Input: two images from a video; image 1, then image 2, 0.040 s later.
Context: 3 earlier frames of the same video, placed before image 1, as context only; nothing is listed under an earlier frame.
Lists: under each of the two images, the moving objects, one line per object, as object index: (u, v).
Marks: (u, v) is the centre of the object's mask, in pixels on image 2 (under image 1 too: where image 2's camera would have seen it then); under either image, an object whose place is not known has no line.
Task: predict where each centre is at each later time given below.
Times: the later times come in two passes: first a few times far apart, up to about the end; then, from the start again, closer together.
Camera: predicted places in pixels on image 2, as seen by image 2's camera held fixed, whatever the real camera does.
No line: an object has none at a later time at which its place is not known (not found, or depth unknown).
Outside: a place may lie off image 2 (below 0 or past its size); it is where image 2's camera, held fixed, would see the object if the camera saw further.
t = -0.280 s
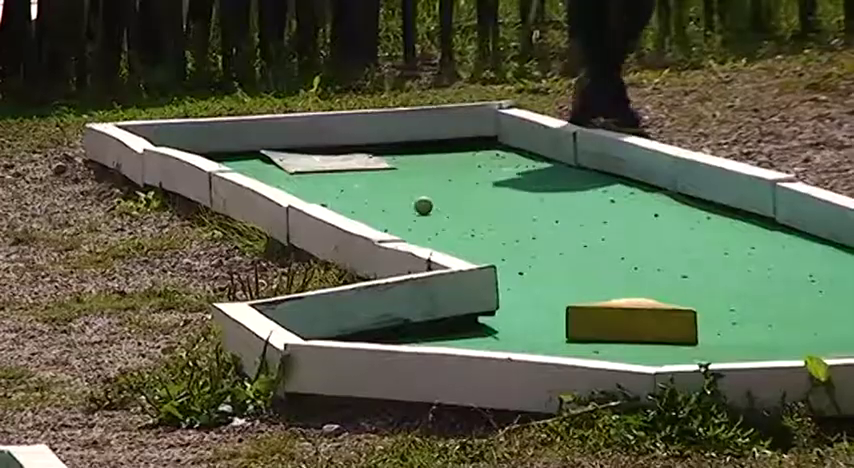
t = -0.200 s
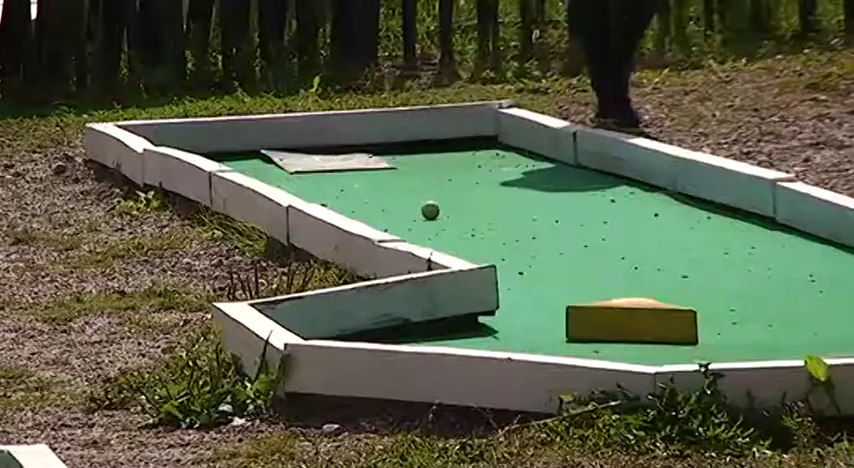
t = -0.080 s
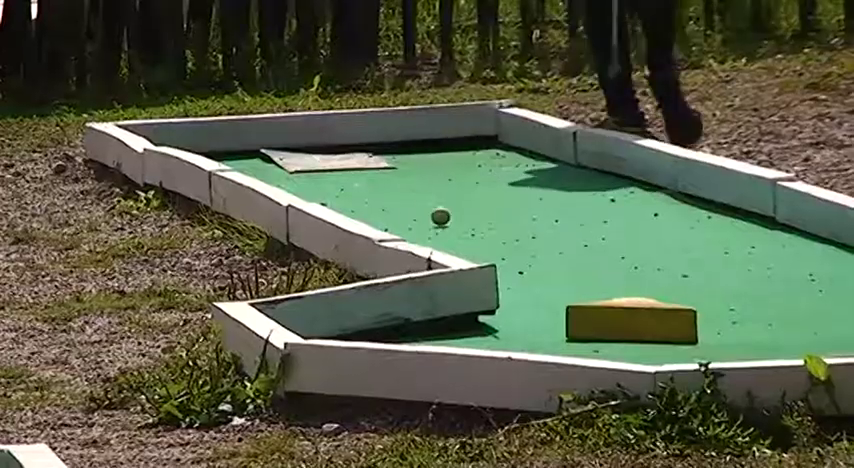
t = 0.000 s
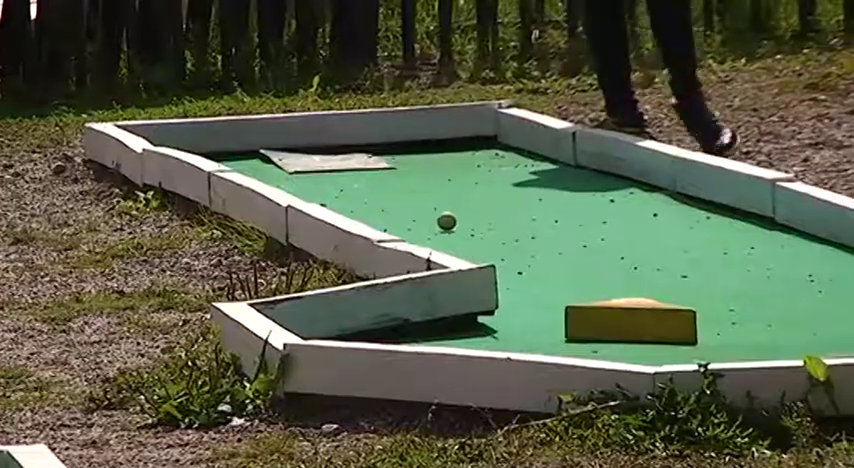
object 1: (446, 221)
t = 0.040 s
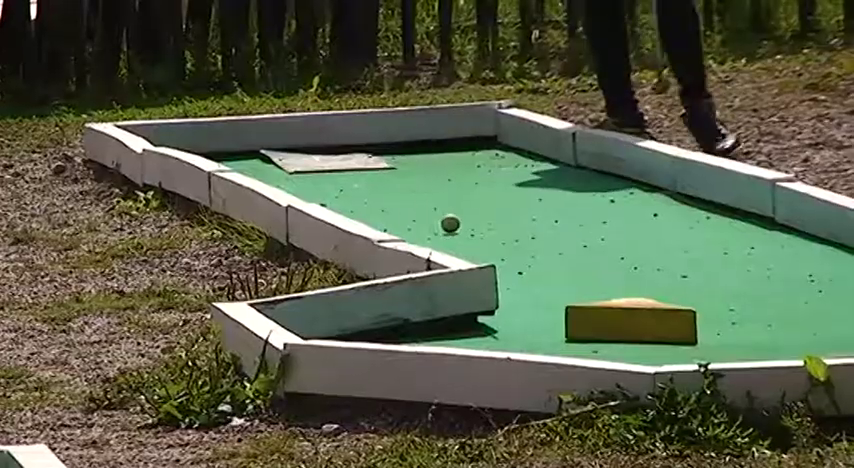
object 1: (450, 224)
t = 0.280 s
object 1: (466, 239)
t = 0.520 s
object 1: (482, 251)
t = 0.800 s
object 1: (502, 269)
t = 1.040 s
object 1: (520, 287)
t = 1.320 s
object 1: (545, 304)
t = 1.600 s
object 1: (564, 317)
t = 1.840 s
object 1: (511, 329)
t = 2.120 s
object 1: (408, 334)
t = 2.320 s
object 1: (348, 334)
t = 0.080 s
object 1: (453, 227)
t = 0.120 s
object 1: (456, 229)
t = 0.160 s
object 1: (458, 232)
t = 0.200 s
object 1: (461, 234)
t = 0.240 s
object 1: (464, 236)
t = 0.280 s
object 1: (466, 239)
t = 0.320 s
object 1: (469, 242)
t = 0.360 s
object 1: (472, 244)
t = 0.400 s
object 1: (474, 241)
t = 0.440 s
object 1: (477, 245)
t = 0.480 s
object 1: (480, 249)
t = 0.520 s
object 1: (482, 251)
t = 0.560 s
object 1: (485, 254)
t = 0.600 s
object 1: (487, 257)
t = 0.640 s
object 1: (490, 259)
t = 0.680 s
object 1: (493, 261)
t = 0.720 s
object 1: (497, 264)
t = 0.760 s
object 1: (500, 267)
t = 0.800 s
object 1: (502, 269)
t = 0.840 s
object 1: (504, 273)
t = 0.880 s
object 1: (506, 276)
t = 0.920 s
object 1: (509, 279)
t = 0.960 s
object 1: (512, 279)
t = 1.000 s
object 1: (516, 284)
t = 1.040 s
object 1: (520, 287)
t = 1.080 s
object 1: (523, 290)
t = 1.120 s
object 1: (527, 292)
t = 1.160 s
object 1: (530, 294)
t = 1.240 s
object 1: (537, 300)
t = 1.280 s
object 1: (540, 303)
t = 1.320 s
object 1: (545, 304)
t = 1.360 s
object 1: (549, 307)
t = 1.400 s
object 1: (553, 309)
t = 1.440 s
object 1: (556, 311)
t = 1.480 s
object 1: (558, 314)
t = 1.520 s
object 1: (560, 317)
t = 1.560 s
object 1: (562, 320)
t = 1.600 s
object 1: (564, 317)
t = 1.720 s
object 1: (557, 321)
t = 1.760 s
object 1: (542, 327)
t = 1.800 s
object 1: (526, 326)
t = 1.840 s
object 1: (511, 329)
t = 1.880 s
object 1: (495, 331)
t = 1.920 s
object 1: (481, 332)
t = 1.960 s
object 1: (465, 332)
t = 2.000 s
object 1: (450, 333)
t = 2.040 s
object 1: (436, 334)
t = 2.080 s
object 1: (422, 333)
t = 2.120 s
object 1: (408, 334)
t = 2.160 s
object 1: (396, 334)
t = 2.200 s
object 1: (383, 334)
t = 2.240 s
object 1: (371, 334)
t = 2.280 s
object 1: (359, 334)
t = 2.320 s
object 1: (348, 334)
